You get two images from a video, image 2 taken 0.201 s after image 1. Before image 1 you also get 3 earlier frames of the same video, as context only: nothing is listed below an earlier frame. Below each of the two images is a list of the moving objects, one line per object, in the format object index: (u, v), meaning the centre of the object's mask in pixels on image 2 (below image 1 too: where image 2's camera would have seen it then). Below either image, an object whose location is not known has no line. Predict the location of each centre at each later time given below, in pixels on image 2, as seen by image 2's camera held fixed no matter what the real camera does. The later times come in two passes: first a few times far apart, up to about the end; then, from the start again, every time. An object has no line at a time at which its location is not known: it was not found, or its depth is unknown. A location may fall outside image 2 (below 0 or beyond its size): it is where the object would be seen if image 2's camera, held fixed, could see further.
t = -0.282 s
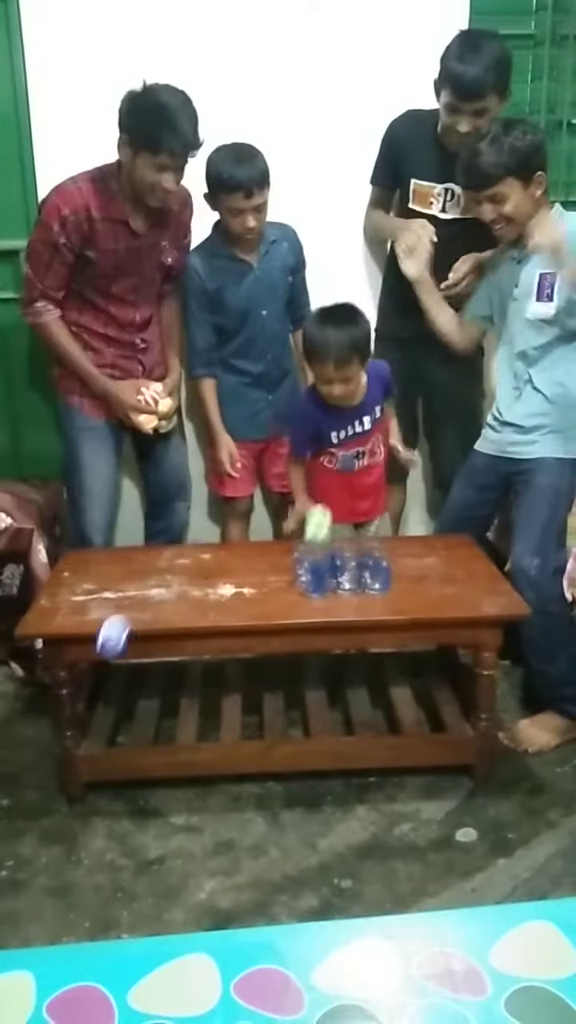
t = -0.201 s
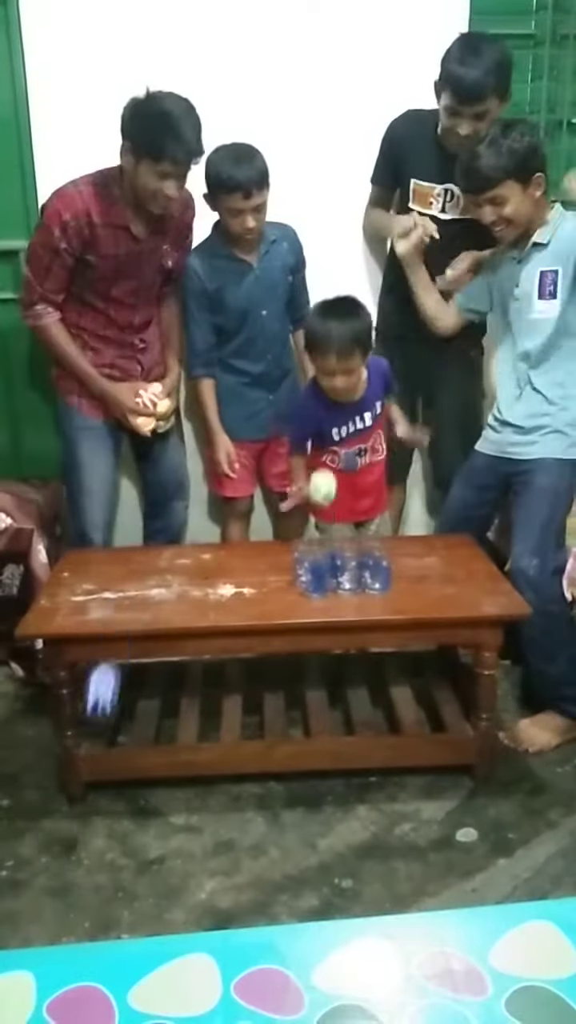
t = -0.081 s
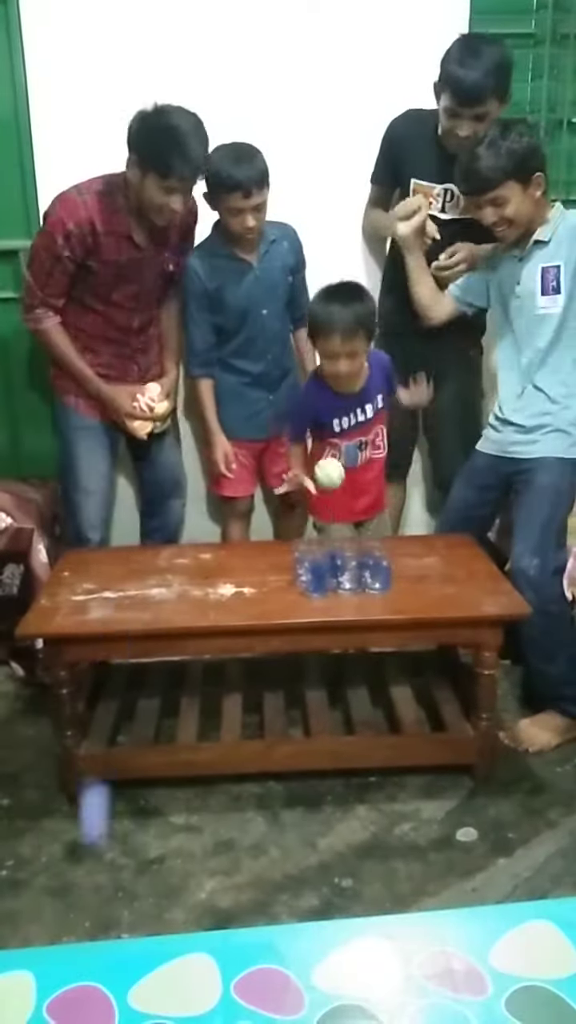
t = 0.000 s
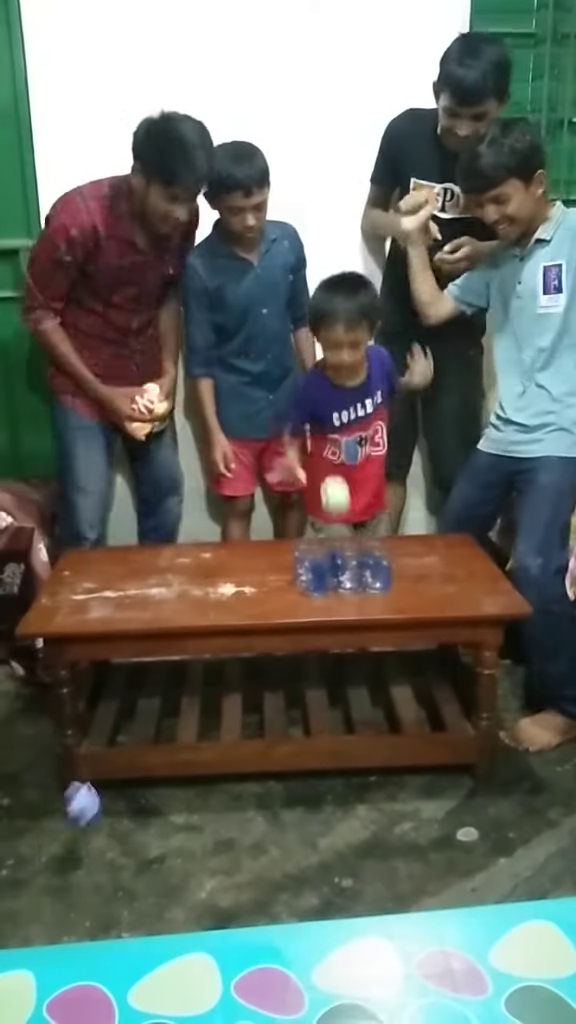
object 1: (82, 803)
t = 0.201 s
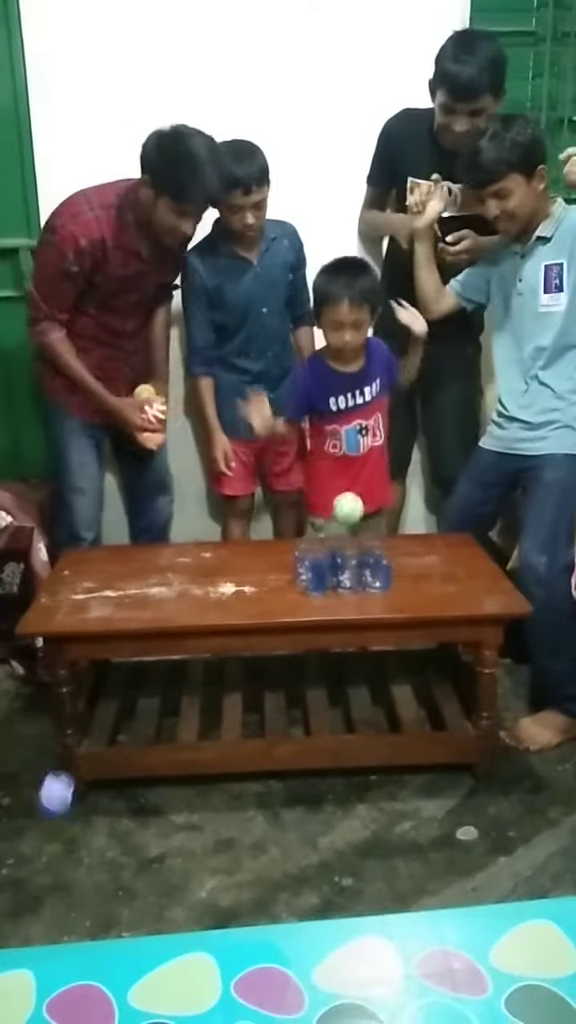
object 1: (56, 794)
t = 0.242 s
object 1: (53, 814)
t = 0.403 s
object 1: (42, 888)
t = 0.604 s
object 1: (22, 928)
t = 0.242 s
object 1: (53, 814)
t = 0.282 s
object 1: (51, 839)
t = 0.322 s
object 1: (52, 872)
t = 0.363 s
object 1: (49, 899)
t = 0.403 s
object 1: (42, 888)
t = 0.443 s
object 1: (37, 882)
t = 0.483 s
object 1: (32, 885)
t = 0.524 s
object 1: (28, 893)
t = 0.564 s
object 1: (24, 910)
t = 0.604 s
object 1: (22, 928)
